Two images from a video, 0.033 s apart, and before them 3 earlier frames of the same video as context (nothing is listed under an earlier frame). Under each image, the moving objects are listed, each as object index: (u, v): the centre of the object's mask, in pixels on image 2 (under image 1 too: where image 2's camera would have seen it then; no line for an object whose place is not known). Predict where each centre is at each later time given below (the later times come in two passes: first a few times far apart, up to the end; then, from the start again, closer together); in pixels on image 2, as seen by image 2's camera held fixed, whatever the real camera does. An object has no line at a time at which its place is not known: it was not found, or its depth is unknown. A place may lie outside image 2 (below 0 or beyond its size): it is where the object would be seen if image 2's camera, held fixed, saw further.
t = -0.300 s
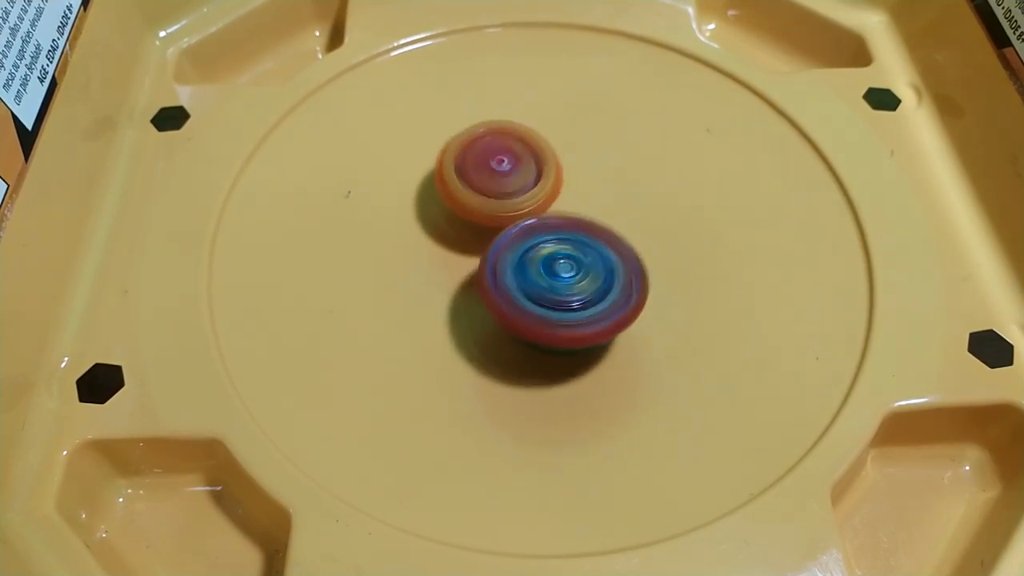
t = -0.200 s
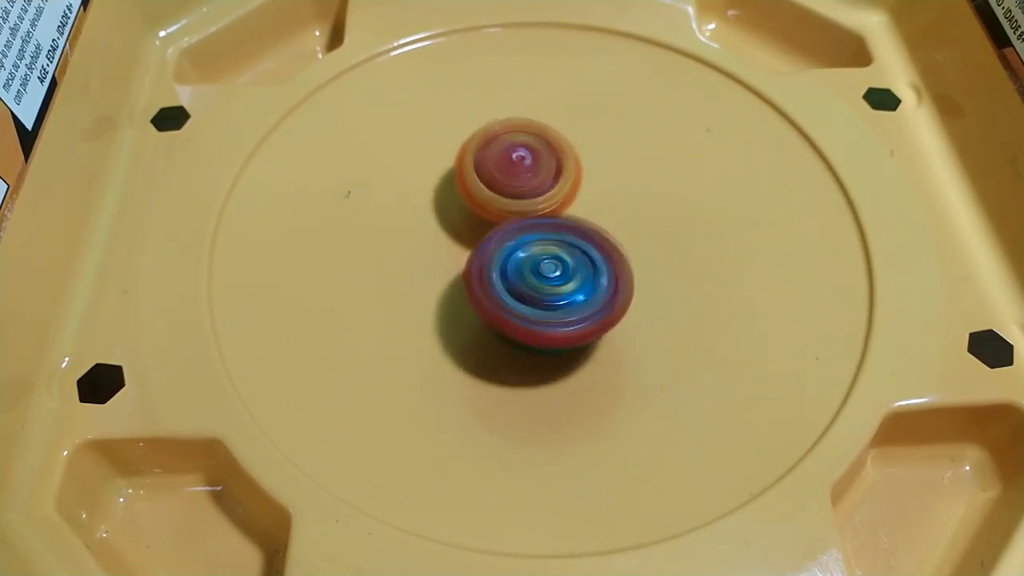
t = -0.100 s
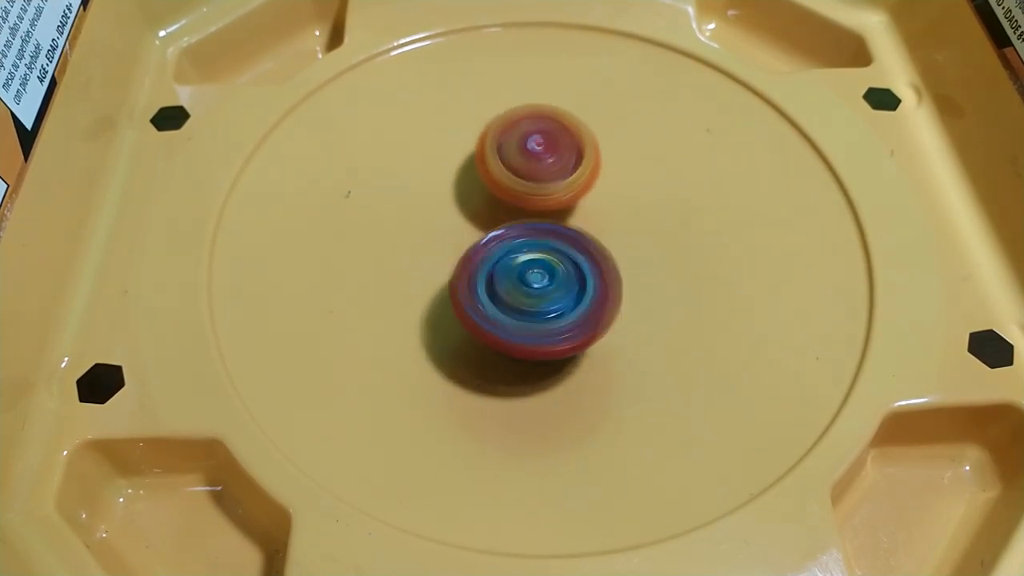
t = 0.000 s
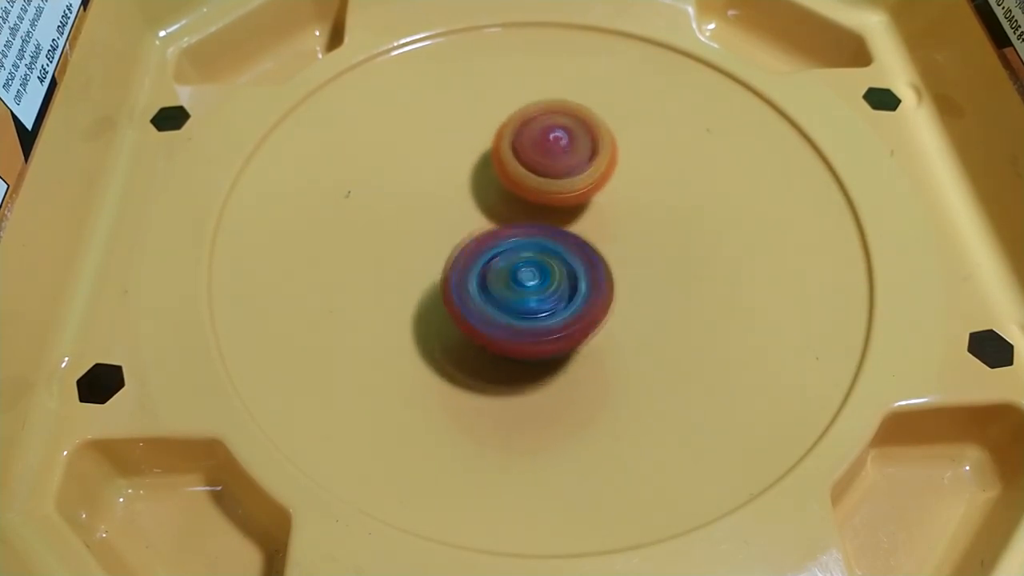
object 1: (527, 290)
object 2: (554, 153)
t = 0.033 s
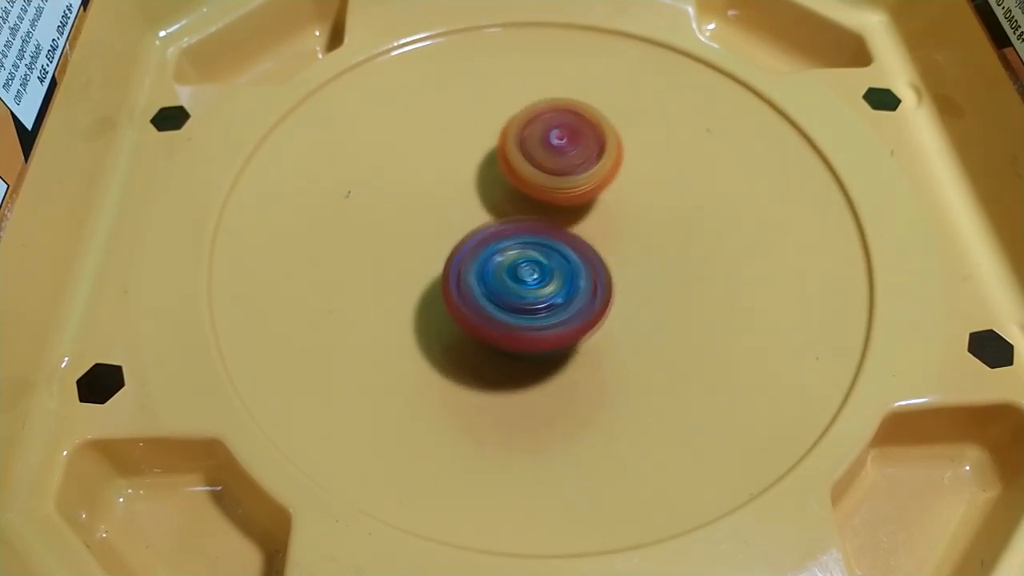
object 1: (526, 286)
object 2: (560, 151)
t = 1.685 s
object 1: (509, 198)
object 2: (539, 328)
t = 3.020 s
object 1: (608, 262)
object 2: (471, 188)
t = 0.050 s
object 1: (526, 285)
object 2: (560, 151)
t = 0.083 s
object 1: (525, 282)
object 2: (564, 153)
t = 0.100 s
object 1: (525, 280)
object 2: (567, 153)
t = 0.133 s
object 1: (523, 274)
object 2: (568, 153)
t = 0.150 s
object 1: (524, 272)
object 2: (571, 155)
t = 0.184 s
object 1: (524, 269)
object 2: (575, 157)
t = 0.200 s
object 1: (524, 267)
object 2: (575, 158)
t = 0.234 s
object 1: (521, 264)
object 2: (581, 160)
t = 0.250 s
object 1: (519, 264)
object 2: (586, 159)
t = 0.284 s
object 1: (515, 266)
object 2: (590, 160)
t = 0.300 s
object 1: (512, 267)
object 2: (595, 162)
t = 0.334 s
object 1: (508, 266)
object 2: (598, 164)
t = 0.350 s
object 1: (508, 267)
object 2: (599, 166)
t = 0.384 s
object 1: (506, 266)
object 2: (603, 171)
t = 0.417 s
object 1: (503, 265)
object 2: (604, 176)
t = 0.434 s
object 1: (504, 265)
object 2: (607, 179)
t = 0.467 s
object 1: (502, 262)
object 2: (609, 183)
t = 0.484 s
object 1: (500, 260)
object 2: (610, 188)
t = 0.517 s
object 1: (494, 262)
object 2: (620, 190)
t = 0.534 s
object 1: (487, 264)
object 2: (624, 190)
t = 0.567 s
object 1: (478, 265)
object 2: (636, 199)
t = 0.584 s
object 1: (474, 264)
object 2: (636, 201)
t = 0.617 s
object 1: (473, 263)
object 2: (642, 208)
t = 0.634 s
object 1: (472, 264)
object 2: (644, 209)
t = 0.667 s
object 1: (472, 263)
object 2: (645, 216)
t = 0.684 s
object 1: (473, 263)
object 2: (648, 218)
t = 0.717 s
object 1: (474, 262)
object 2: (647, 222)
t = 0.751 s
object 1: (477, 259)
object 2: (651, 229)
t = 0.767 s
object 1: (480, 258)
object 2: (650, 230)
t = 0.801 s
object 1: (485, 256)
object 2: (651, 237)
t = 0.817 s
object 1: (488, 256)
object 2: (652, 240)
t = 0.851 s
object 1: (493, 255)
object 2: (649, 245)
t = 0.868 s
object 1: (494, 254)
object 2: (650, 249)
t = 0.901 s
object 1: (494, 252)
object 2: (653, 253)
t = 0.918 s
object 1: (495, 251)
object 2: (653, 256)
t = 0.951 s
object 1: (496, 249)
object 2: (654, 261)
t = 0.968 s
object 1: (496, 248)
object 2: (651, 263)
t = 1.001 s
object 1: (495, 246)
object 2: (655, 269)
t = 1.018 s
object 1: (493, 247)
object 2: (654, 270)
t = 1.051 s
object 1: (490, 246)
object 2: (652, 278)
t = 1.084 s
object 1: (488, 244)
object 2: (649, 279)
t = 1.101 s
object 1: (490, 244)
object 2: (647, 283)
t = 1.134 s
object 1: (489, 243)
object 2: (645, 285)
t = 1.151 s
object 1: (488, 241)
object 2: (640, 287)
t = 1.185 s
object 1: (487, 240)
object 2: (635, 292)
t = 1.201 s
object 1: (486, 236)
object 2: (634, 297)
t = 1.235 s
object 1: (483, 233)
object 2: (633, 299)
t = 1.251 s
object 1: (481, 231)
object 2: (630, 301)
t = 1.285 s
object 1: (480, 229)
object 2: (627, 304)
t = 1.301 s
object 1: (482, 227)
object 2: (622, 305)
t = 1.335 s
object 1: (484, 225)
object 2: (618, 309)
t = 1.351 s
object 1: (484, 223)
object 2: (613, 308)
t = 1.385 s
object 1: (486, 222)
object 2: (606, 312)
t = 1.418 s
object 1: (488, 218)
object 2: (600, 315)
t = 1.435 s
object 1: (489, 216)
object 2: (599, 319)
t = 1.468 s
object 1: (491, 211)
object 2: (592, 320)
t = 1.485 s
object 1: (492, 209)
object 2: (588, 322)
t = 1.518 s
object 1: (495, 207)
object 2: (581, 321)
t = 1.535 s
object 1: (497, 206)
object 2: (575, 323)
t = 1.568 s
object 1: (499, 205)
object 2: (568, 322)
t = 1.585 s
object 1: (501, 204)
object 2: (563, 324)
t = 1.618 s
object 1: (503, 201)
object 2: (558, 328)
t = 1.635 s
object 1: (505, 199)
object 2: (552, 328)
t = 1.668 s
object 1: (508, 197)
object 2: (545, 329)
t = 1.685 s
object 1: (509, 198)
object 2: (539, 328)
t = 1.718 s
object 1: (510, 198)
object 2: (531, 327)
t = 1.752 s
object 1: (512, 199)
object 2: (519, 324)
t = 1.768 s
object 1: (515, 197)
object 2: (517, 323)
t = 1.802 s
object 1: (521, 190)
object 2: (500, 334)
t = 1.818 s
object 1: (525, 185)
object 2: (493, 333)
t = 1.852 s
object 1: (529, 182)
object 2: (486, 336)
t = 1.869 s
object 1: (528, 184)
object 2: (482, 335)
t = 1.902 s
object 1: (530, 183)
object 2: (477, 336)
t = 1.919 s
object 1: (532, 181)
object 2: (472, 332)
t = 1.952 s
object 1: (531, 183)
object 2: (470, 330)
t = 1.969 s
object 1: (530, 186)
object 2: (467, 328)
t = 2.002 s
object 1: (528, 188)
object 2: (464, 324)
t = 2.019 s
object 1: (528, 188)
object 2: (460, 320)
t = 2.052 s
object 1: (525, 192)
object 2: (460, 316)
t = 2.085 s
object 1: (522, 195)
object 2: (456, 312)
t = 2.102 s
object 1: (522, 194)
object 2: (452, 312)
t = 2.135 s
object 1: (542, 180)
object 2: (406, 340)
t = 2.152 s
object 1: (556, 171)
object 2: (389, 347)
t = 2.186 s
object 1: (572, 160)
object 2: (357, 361)
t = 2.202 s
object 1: (578, 157)
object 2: (348, 365)
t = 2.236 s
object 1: (590, 158)
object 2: (337, 370)
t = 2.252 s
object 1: (594, 157)
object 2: (334, 370)
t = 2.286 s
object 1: (600, 160)
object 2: (336, 370)
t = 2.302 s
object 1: (601, 161)
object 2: (336, 371)
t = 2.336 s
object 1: (603, 163)
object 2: (343, 370)
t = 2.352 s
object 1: (603, 165)
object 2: (346, 371)
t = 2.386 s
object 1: (603, 169)
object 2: (352, 366)
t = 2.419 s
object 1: (600, 178)
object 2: (369, 360)
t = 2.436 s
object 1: (598, 180)
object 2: (375, 354)
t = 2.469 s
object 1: (594, 187)
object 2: (386, 345)
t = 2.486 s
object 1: (593, 189)
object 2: (389, 339)
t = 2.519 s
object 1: (592, 191)
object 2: (403, 327)
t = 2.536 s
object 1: (591, 200)
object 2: (409, 324)
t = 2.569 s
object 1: (592, 208)
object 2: (419, 311)
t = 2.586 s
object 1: (591, 214)
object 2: (428, 305)
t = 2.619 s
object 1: (590, 222)
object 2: (438, 293)
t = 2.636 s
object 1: (590, 222)
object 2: (443, 285)
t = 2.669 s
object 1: (592, 230)
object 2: (447, 277)
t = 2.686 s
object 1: (602, 239)
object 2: (433, 267)
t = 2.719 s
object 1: (623, 238)
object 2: (417, 255)
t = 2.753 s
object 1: (632, 245)
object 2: (408, 244)
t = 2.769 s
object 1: (635, 248)
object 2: (406, 239)
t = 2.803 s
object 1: (637, 251)
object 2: (409, 228)
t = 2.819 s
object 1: (635, 253)
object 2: (412, 223)
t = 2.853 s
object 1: (633, 257)
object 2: (420, 214)
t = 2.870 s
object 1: (632, 258)
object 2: (424, 212)
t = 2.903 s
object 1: (627, 259)
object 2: (433, 205)
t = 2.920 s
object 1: (624, 260)
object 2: (440, 201)
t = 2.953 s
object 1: (619, 261)
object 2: (451, 196)
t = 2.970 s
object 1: (618, 261)
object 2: (455, 193)
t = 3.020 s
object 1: (608, 262)
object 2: (471, 188)
